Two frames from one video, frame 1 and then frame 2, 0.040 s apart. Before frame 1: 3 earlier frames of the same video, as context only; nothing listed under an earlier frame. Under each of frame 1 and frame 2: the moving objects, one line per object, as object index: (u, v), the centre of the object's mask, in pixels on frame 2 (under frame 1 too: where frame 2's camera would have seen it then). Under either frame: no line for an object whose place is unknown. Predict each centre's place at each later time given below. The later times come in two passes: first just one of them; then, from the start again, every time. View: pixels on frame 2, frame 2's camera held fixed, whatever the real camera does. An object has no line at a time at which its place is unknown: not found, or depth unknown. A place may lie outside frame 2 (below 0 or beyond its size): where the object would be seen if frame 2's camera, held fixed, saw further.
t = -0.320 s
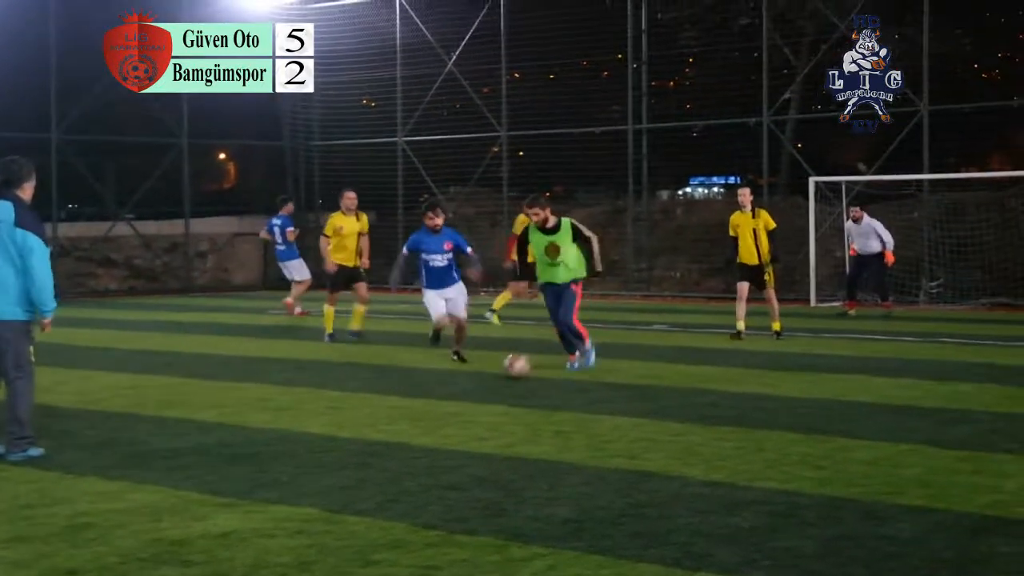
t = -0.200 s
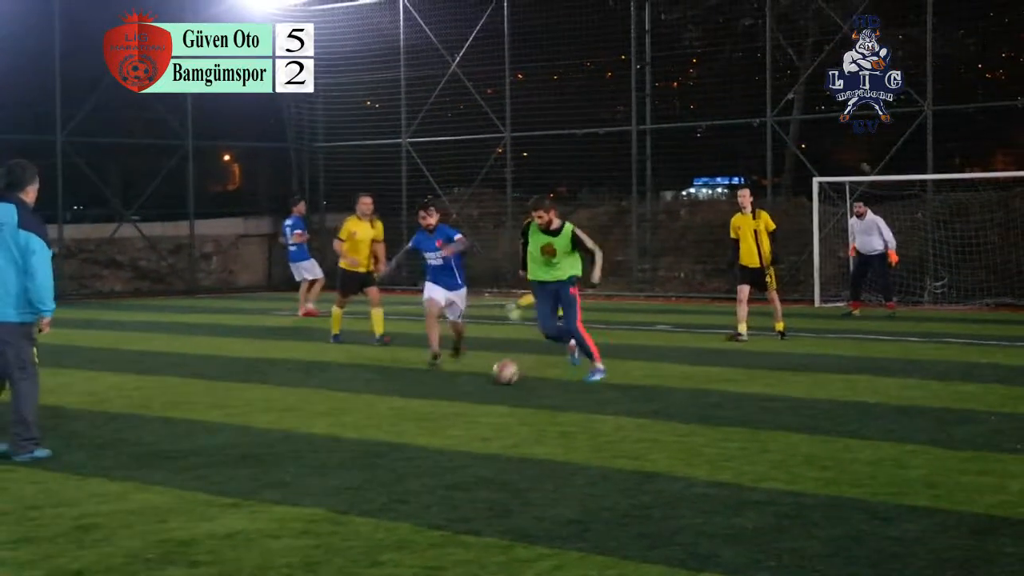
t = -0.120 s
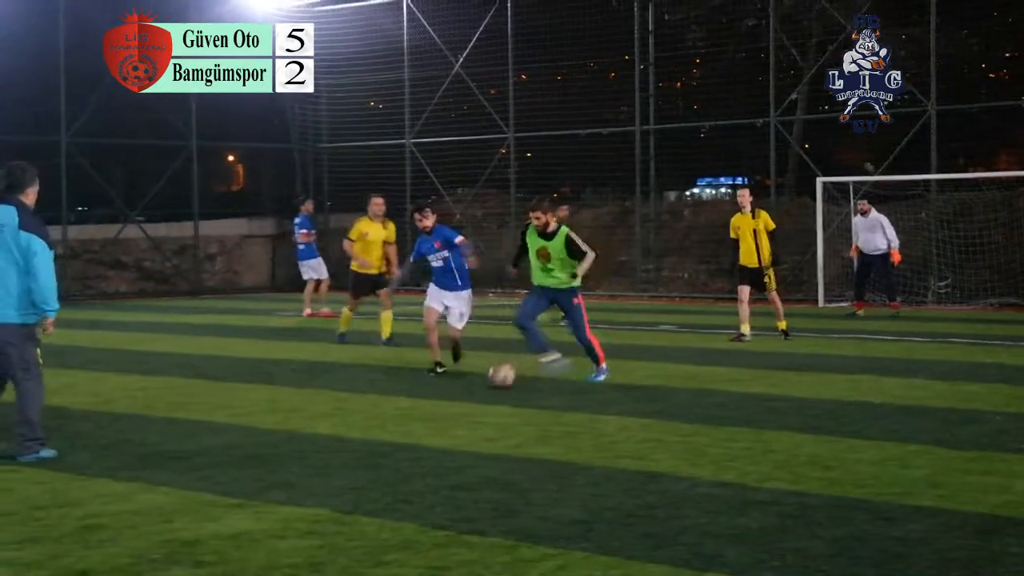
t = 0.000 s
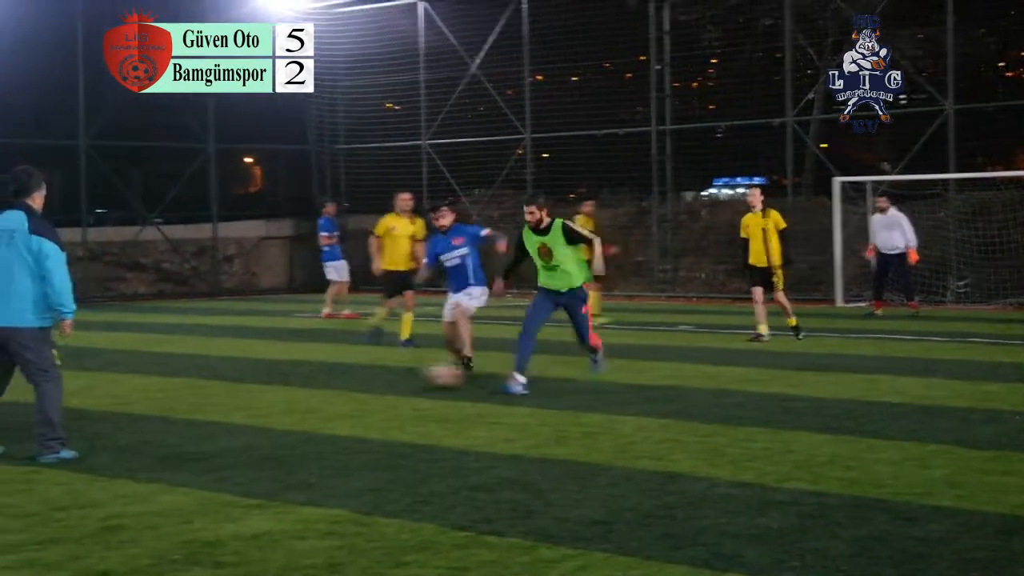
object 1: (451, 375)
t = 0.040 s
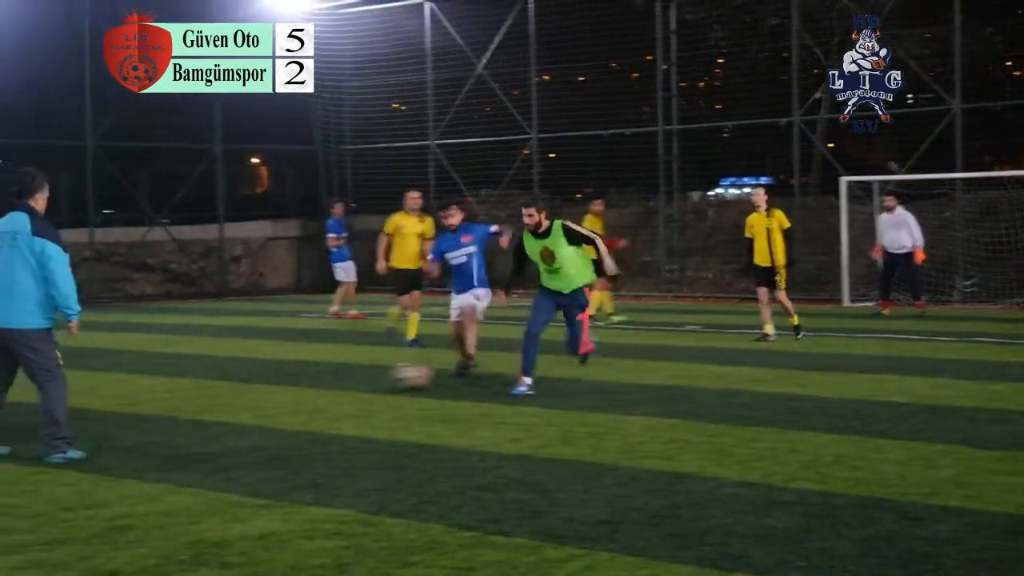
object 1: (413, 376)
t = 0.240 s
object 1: (242, 380)
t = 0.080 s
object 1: (375, 378)
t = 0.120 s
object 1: (340, 380)
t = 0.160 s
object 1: (306, 377)
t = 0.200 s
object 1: (273, 378)
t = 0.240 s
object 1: (242, 380)
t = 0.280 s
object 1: (211, 382)
